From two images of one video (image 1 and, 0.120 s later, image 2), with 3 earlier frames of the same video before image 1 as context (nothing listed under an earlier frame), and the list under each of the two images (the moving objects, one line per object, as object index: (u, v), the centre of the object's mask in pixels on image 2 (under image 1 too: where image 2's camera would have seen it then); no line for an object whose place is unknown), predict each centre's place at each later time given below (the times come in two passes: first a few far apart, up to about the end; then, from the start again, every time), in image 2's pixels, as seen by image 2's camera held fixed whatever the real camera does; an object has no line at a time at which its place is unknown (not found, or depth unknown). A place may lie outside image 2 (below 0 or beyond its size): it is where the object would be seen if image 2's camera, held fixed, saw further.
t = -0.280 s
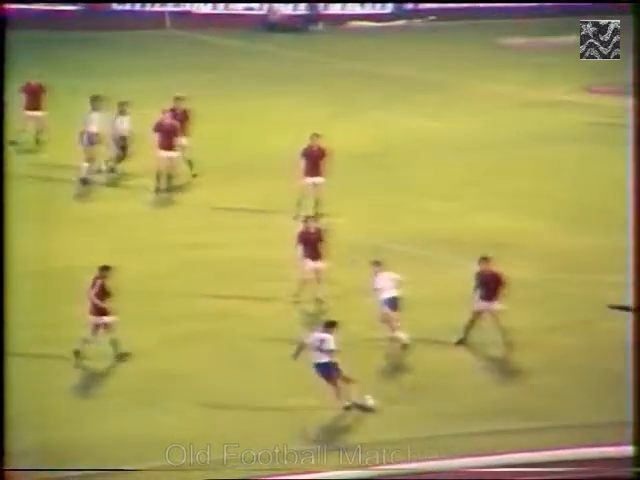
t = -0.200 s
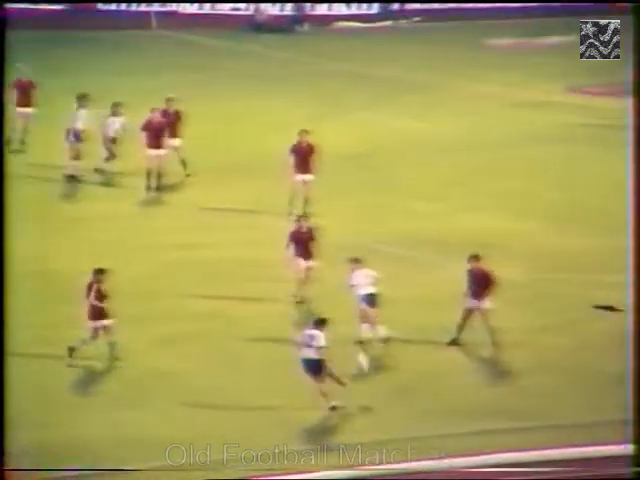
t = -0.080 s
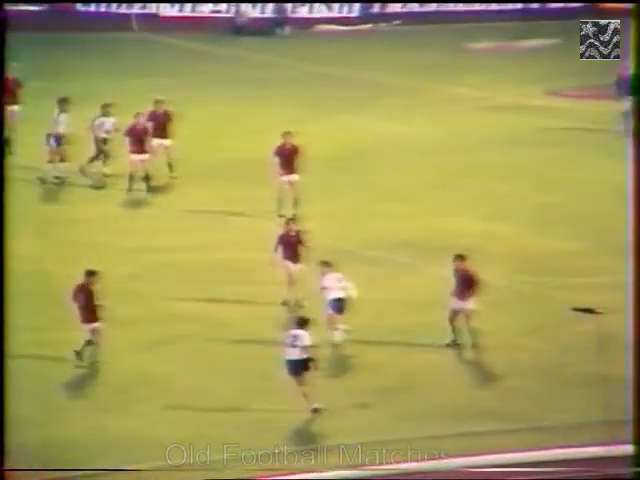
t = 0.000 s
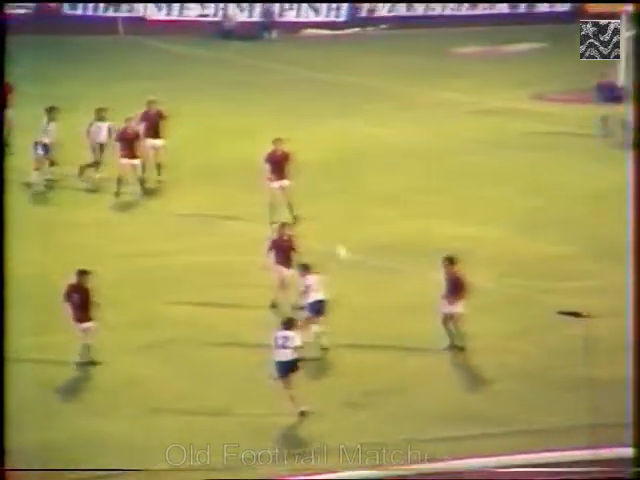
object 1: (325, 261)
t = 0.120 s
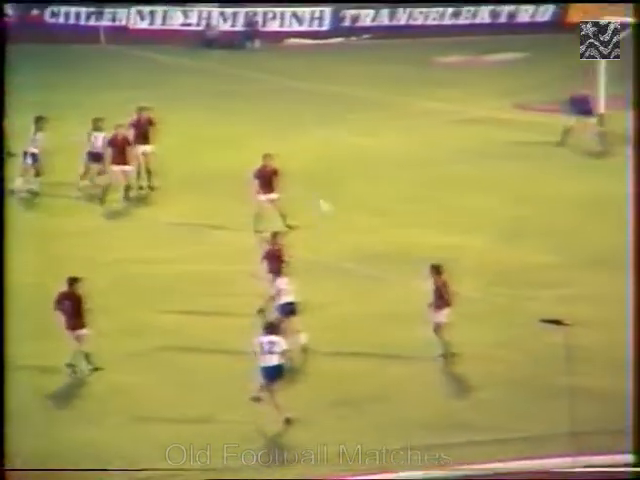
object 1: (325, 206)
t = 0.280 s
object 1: (317, 152)
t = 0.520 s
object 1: (295, 93)
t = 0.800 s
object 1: (259, 66)
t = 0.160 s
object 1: (324, 191)
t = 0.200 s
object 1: (320, 175)
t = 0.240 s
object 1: (318, 163)
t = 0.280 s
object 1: (317, 152)
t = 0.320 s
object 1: (315, 137)
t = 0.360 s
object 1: (311, 126)
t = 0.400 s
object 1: (308, 116)
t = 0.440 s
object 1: (302, 107)
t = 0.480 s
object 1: (299, 100)
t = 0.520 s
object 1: (295, 93)
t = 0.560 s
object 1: (291, 85)
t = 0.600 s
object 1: (285, 79)
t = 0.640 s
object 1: (281, 76)
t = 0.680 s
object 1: (276, 72)
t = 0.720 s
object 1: (271, 69)
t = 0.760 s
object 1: (265, 67)
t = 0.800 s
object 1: (259, 66)
